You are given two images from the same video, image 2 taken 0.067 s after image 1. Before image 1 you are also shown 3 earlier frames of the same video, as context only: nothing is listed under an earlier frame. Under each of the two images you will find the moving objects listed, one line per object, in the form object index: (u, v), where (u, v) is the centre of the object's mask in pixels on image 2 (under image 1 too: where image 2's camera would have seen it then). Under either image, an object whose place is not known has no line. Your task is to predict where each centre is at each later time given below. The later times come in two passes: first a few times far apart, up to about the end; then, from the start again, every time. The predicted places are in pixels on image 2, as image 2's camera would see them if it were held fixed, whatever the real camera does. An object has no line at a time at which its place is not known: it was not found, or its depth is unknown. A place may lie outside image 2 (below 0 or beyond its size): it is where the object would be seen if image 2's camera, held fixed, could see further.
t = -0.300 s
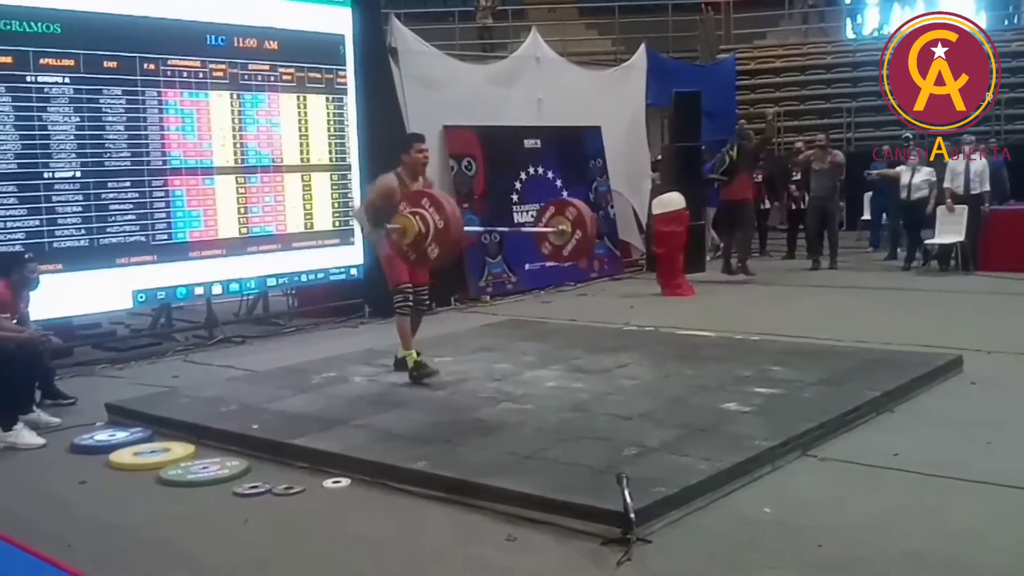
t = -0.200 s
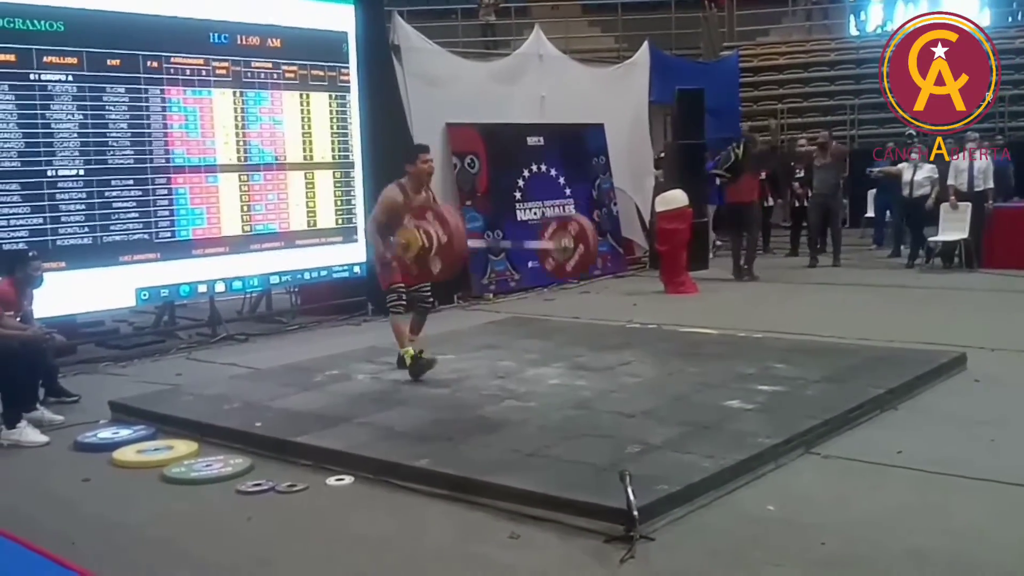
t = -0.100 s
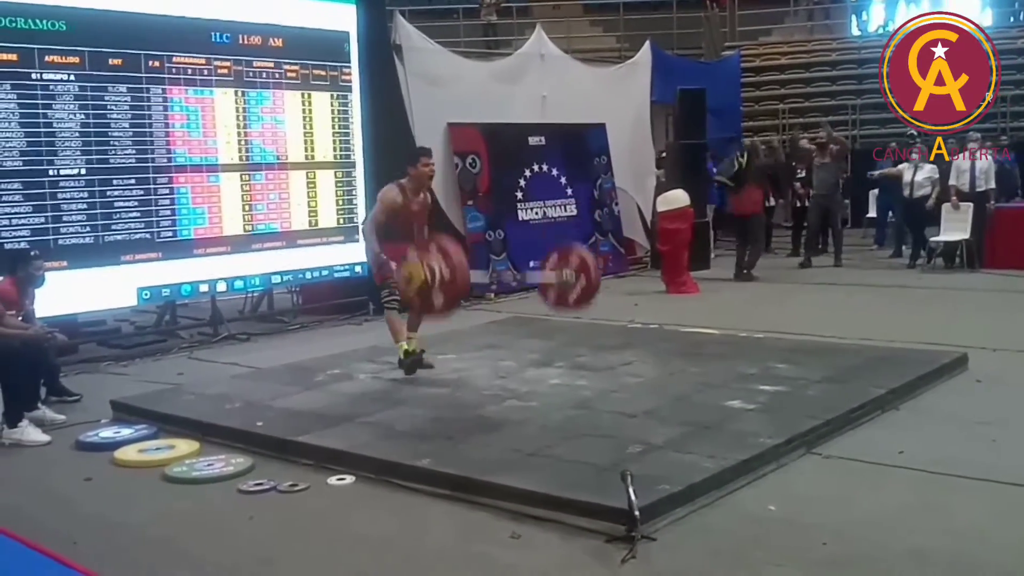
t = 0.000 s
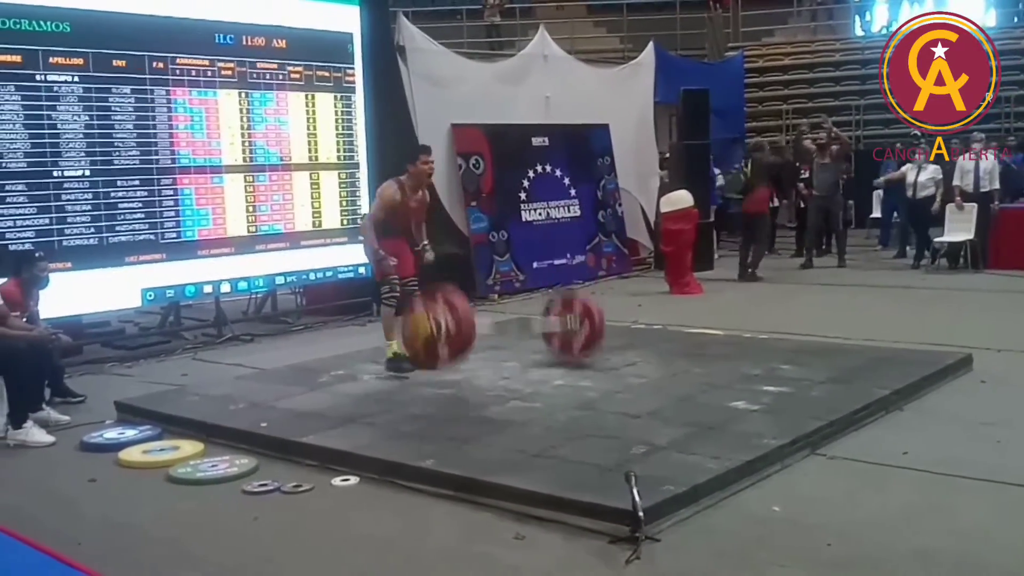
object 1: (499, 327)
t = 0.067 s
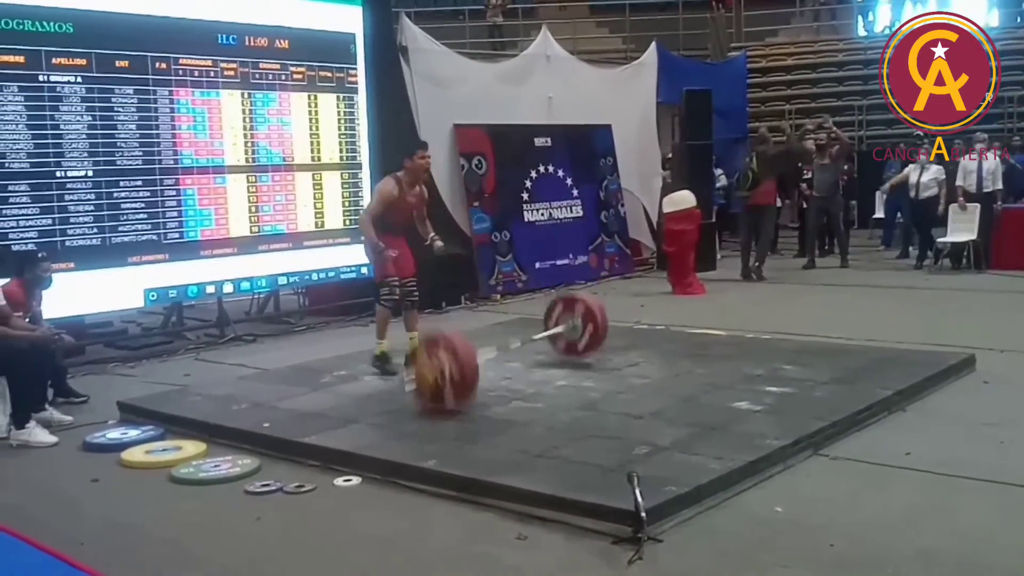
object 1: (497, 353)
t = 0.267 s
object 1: (489, 310)
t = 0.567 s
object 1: (478, 341)
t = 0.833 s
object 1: (471, 344)
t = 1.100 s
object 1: (465, 361)
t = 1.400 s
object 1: (459, 364)
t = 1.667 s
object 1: (454, 368)
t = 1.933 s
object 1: (452, 367)
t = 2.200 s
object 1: (451, 367)
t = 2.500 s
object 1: (450, 366)
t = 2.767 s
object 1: (450, 366)
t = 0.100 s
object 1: (498, 349)
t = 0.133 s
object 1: (497, 337)
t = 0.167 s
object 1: (492, 328)
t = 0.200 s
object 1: (492, 320)
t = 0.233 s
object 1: (490, 315)
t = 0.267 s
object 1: (489, 310)
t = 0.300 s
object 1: (487, 308)
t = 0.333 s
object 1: (485, 307)
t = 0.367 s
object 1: (485, 308)
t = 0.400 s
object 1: (484, 311)
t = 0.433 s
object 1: (482, 316)
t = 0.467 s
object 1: (482, 322)
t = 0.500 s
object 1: (483, 330)
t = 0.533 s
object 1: (479, 337)
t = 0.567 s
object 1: (478, 341)
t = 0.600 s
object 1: (479, 346)
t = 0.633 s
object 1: (479, 352)
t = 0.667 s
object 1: (479, 356)
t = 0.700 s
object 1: (478, 350)
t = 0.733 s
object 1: (477, 346)
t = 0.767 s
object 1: (474, 343)
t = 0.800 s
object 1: (472, 343)
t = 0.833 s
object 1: (471, 344)
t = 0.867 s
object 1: (471, 347)
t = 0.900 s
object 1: (469, 349)
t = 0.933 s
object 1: (468, 349)
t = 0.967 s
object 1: (468, 351)
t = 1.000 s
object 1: (467, 355)
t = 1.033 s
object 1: (465, 361)
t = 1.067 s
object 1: (465, 363)
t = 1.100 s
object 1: (465, 361)
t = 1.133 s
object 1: (465, 360)
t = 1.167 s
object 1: (463, 359)
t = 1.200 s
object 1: (463, 358)
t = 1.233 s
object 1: (462, 358)
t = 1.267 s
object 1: (462, 360)
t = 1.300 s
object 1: (461, 364)
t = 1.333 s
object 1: (461, 368)
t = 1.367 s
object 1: (460, 365)
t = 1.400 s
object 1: (459, 364)
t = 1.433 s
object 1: (459, 363)
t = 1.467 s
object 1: (457, 364)
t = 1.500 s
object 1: (456, 366)
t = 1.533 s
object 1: (455, 368)
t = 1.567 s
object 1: (454, 367)
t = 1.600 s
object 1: (454, 366)
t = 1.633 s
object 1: (454, 366)
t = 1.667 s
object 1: (454, 368)
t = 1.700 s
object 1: (454, 367)
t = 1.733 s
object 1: (454, 367)
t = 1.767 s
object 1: (453, 367)
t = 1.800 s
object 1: (453, 367)
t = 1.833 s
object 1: (453, 367)
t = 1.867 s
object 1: (452, 367)
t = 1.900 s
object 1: (452, 367)
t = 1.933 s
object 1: (452, 367)
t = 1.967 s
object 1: (452, 367)
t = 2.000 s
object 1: (452, 367)
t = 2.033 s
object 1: (452, 367)
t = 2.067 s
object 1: (452, 367)
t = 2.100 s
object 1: (452, 367)
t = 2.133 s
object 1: (452, 367)
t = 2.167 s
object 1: (451, 367)
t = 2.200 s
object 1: (451, 367)
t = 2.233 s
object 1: (451, 367)
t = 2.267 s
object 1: (451, 367)
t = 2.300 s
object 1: (451, 367)
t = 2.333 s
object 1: (451, 367)
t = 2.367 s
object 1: (451, 366)
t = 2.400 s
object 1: (450, 366)
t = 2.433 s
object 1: (450, 366)
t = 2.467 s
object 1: (450, 366)
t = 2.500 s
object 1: (450, 366)
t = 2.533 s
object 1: (450, 366)
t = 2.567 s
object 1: (450, 366)
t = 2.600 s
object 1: (450, 366)
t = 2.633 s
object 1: (450, 366)
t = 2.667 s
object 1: (450, 367)
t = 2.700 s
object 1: (450, 367)
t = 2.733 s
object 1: (450, 366)
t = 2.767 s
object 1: (450, 366)
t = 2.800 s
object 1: (450, 366)
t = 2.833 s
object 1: (451, 366)
